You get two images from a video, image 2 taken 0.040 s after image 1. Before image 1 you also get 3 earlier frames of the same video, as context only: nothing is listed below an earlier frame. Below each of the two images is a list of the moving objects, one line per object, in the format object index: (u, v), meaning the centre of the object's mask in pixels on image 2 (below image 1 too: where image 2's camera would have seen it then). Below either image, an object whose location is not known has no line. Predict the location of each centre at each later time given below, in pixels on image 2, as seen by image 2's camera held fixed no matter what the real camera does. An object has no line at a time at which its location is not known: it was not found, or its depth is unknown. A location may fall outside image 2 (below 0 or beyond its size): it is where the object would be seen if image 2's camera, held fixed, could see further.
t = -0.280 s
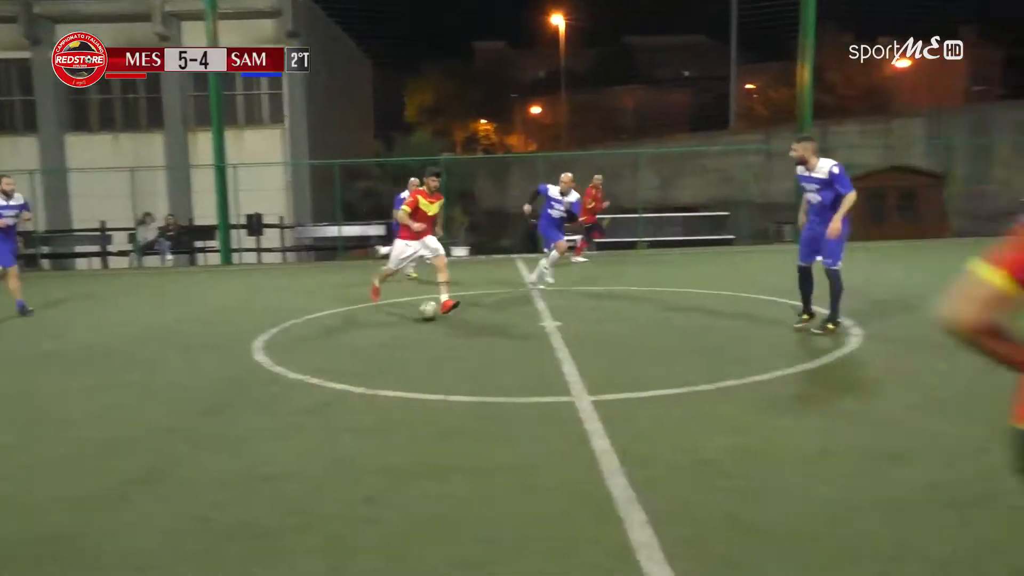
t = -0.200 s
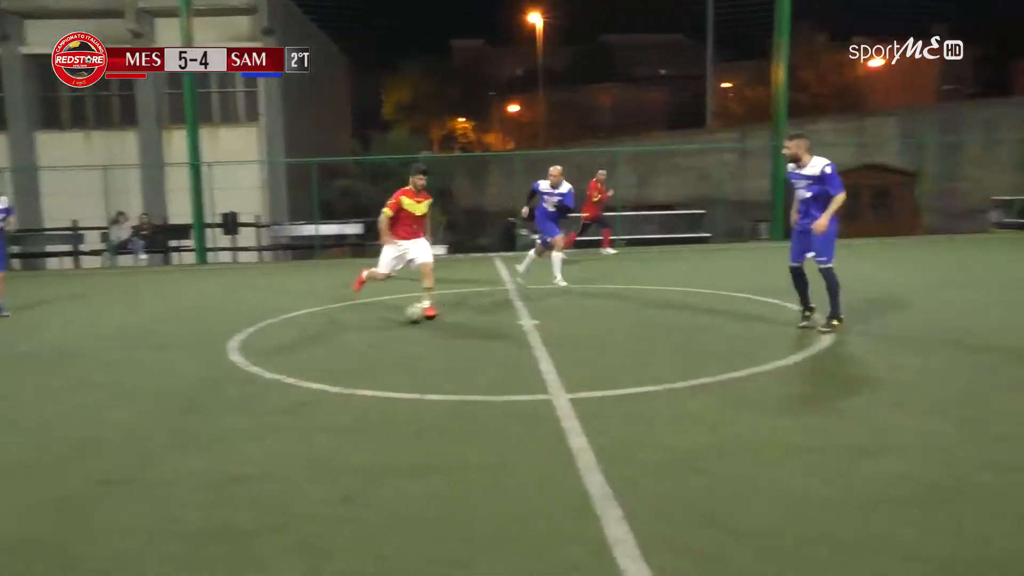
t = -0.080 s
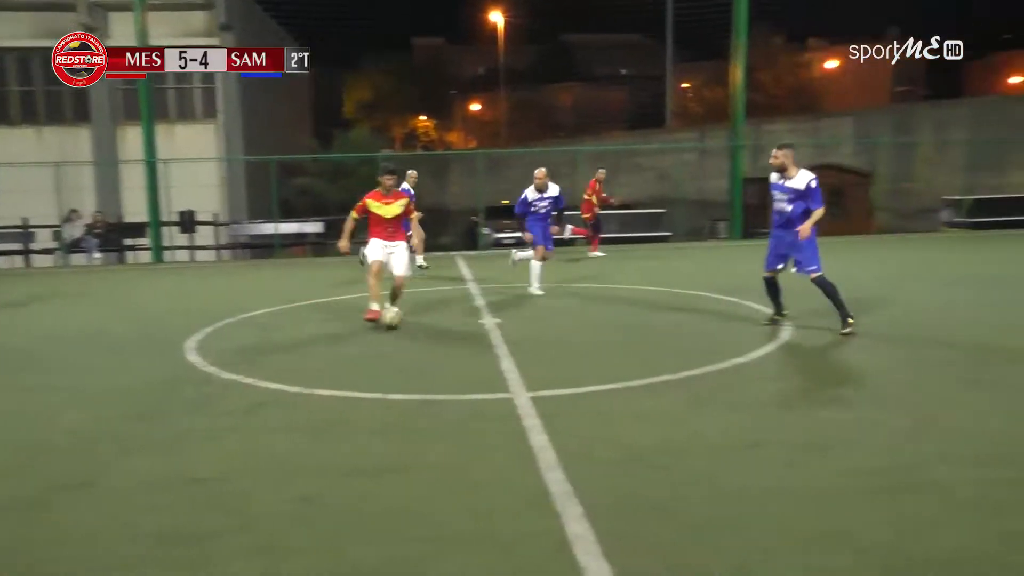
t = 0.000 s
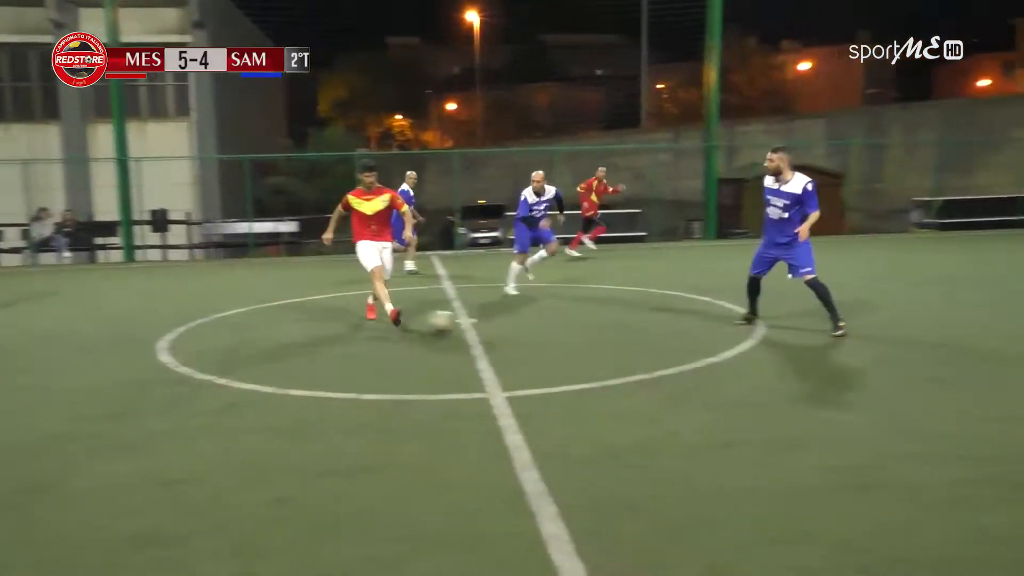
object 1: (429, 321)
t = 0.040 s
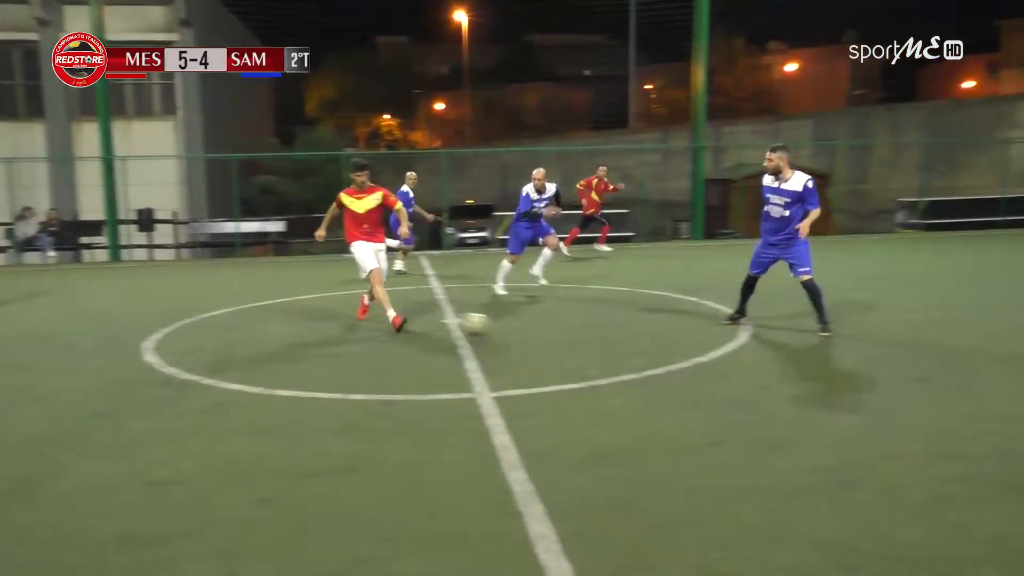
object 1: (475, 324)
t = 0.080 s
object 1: (523, 329)
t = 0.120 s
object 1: (571, 335)
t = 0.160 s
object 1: (610, 337)
